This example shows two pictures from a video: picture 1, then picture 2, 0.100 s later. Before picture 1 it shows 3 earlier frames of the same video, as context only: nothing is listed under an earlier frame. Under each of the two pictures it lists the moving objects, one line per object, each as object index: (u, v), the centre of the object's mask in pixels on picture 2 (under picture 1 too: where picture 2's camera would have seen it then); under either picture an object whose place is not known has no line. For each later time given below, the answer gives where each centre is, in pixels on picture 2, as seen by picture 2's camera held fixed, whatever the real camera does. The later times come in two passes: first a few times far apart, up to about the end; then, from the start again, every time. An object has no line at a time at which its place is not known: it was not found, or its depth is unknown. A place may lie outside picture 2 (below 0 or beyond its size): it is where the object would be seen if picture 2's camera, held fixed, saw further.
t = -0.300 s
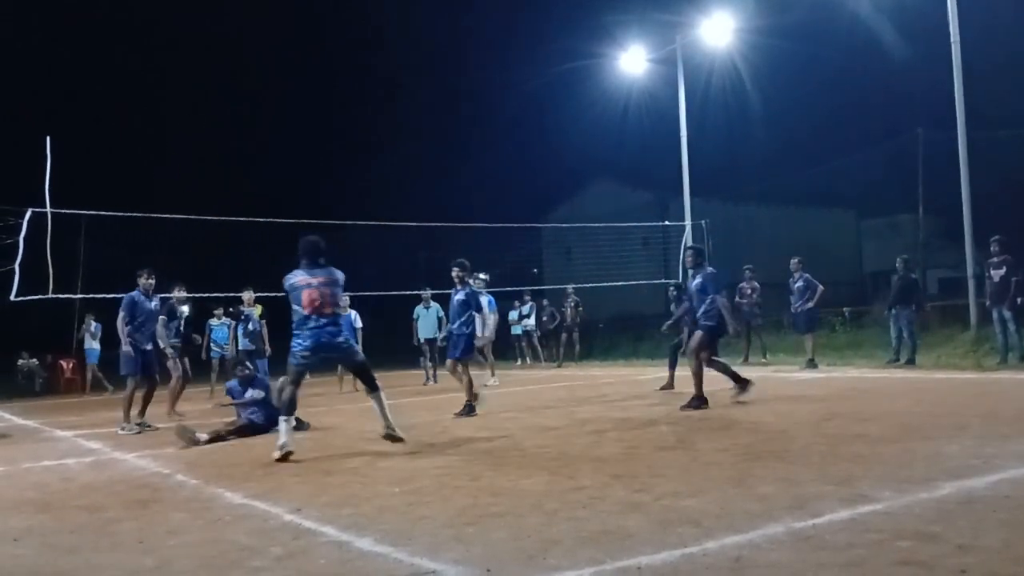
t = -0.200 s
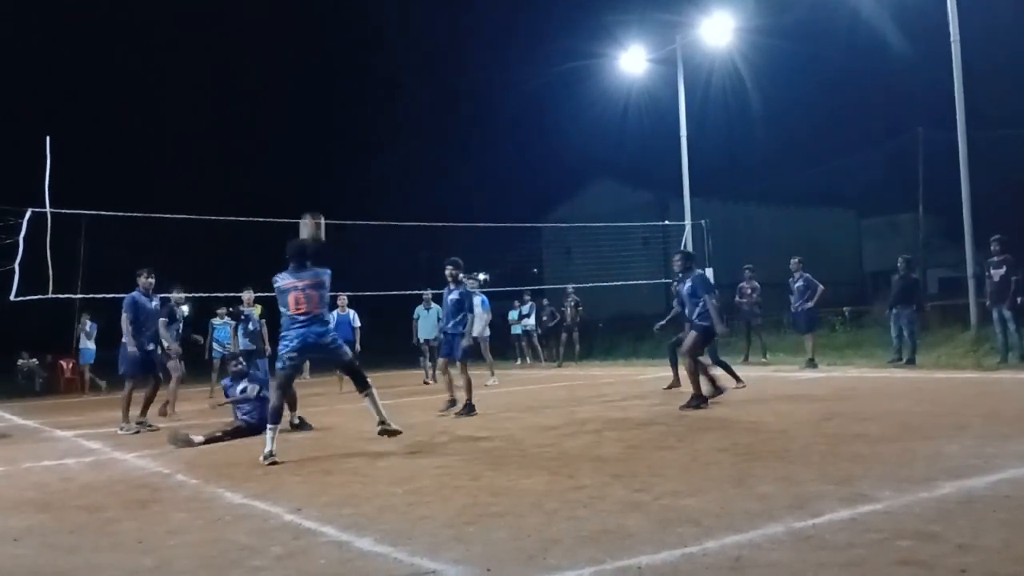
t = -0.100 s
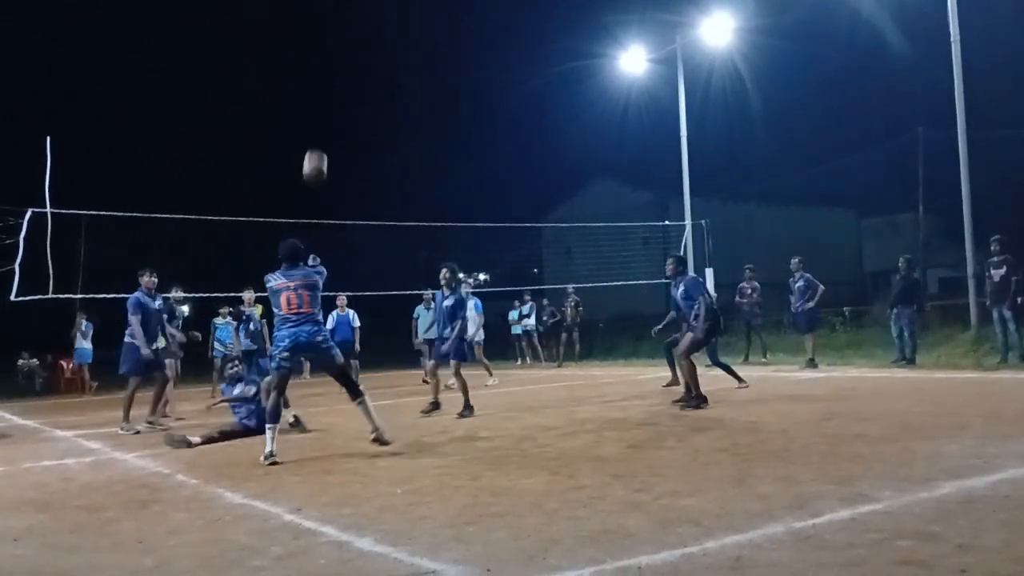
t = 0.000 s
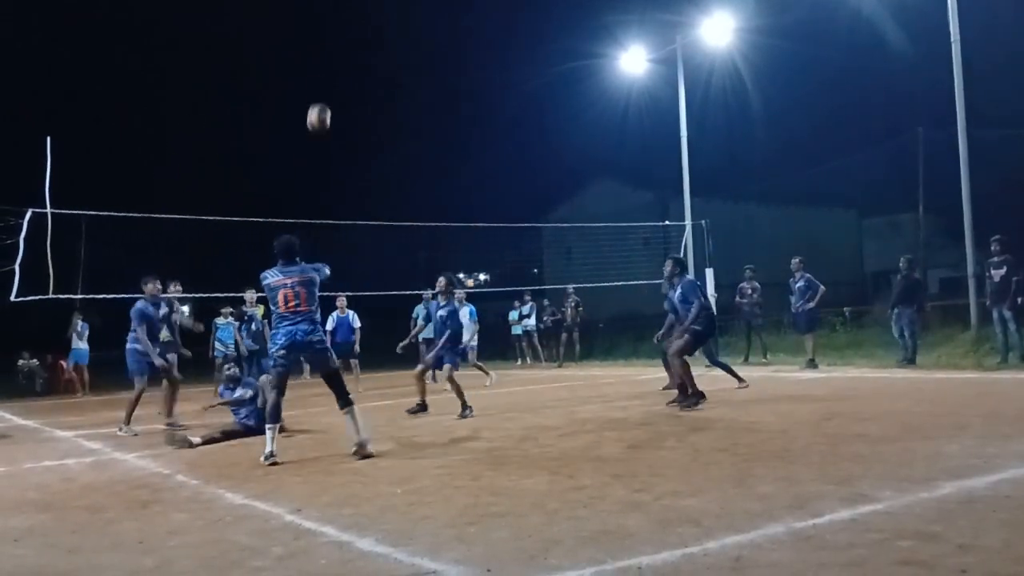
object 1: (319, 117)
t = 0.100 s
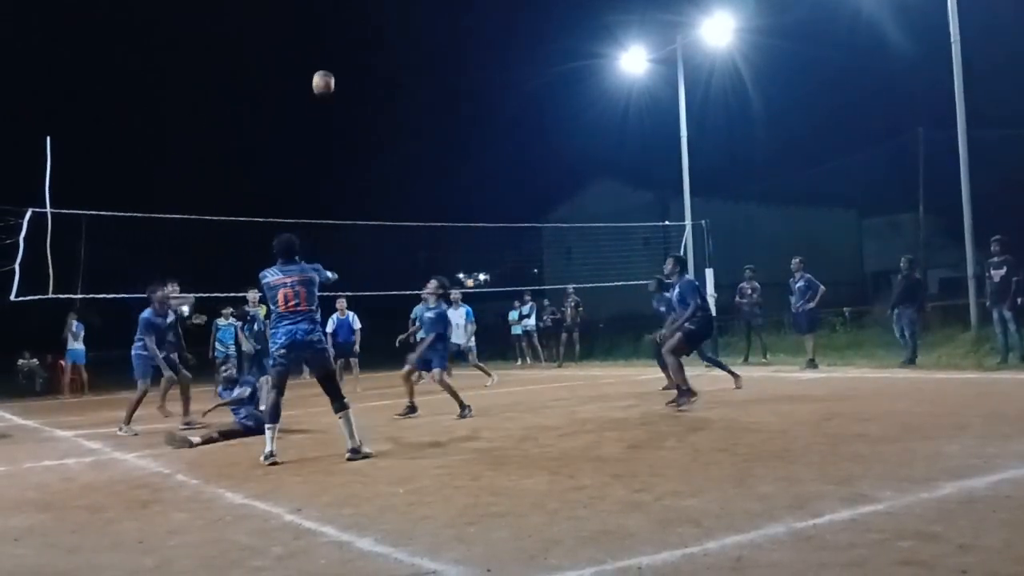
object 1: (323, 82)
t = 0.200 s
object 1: (328, 61)
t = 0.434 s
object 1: (341, 47)
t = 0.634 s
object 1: (353, 70)
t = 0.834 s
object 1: (364, 117)
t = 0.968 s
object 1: (372, 160)
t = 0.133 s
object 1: (325, 74)
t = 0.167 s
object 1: (326, 67)
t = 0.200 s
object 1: (328, 61)
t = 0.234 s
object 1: (330, 56)
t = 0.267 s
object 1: (332, 52)
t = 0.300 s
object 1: (334, 49)
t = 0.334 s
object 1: (335, 48)
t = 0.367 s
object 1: (337, 46)
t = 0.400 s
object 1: (339, 46)
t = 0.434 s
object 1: (341, 47)
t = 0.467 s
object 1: (343, 49)
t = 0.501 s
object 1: (345, 52)
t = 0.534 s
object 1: (347, 55)
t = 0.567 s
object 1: (349, 59)
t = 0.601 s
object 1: (351, 64)
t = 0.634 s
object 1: (353, 70)
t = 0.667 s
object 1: (355, 77)
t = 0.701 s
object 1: (357, 84)
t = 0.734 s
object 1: (359, 91)
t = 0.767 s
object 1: (361, 99)
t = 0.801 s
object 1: (362, 108)
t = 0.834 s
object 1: (364, 117)
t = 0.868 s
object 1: (366, 128)
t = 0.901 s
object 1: (368, 138)
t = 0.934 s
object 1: (370, 148)
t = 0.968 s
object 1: (372, 160)
